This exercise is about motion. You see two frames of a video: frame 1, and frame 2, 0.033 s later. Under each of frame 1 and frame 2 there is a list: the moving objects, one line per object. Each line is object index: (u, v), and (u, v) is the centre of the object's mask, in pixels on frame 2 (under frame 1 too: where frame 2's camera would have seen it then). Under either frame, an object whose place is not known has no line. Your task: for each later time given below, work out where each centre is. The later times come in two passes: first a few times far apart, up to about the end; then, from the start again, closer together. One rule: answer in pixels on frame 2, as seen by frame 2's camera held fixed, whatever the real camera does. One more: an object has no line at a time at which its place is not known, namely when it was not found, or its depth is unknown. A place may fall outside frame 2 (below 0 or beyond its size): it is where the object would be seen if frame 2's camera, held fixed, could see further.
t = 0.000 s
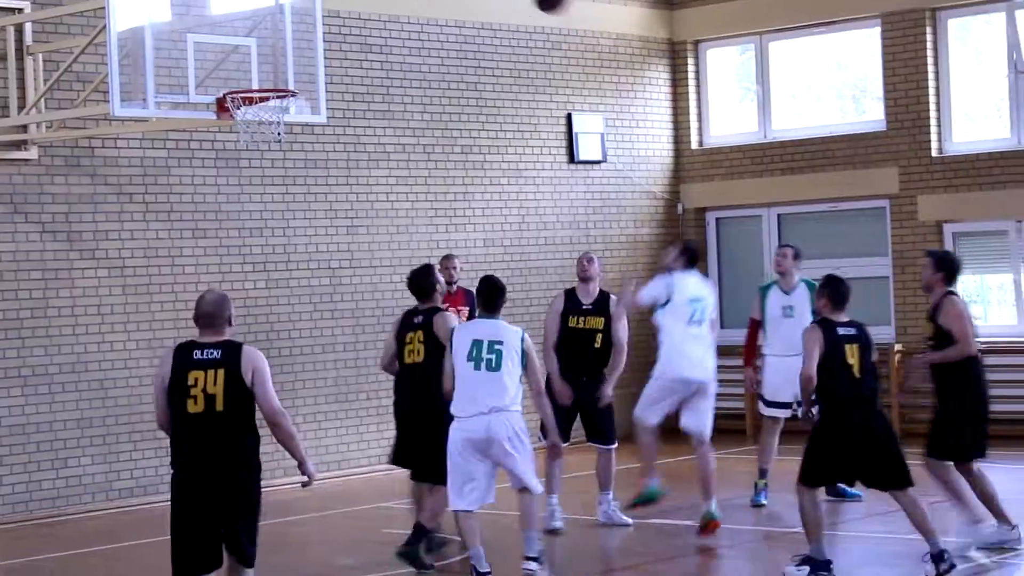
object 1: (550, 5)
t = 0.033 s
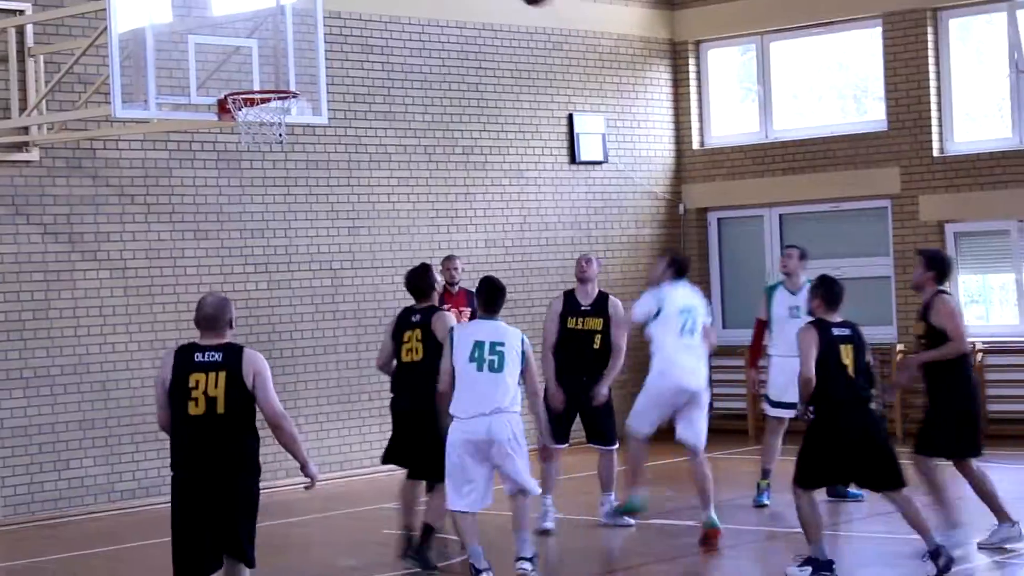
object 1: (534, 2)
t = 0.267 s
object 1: (428, -4)
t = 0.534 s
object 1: (312, 72)
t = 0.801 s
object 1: (400, 49)
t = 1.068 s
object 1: (508, 114)
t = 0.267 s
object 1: (428, -4)
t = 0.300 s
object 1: (411, -3)
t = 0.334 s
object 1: (396, -1)
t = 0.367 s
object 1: (381, 3)
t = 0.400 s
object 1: (367, 12)
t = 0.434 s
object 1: (354, 24)
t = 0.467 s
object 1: (341, 39)
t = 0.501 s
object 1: (326, 54)
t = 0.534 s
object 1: (312, 72)
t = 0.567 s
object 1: (312, 75)
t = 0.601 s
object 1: (325, 65)
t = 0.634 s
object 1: (338, 58)
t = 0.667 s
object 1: (351, 51)
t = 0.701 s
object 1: (363, 48)
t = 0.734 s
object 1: (376, 48)
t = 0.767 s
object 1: (388, 47)
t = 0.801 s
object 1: (400, 49)
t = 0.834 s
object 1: (413, 51)
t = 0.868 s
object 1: (427, 55)
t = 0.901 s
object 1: (439, 61)
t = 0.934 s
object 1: (453, 68)
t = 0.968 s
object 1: (466, 77)
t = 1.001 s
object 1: (481, 87)
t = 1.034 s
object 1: (495, 99)
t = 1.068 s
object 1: (508, 114)
